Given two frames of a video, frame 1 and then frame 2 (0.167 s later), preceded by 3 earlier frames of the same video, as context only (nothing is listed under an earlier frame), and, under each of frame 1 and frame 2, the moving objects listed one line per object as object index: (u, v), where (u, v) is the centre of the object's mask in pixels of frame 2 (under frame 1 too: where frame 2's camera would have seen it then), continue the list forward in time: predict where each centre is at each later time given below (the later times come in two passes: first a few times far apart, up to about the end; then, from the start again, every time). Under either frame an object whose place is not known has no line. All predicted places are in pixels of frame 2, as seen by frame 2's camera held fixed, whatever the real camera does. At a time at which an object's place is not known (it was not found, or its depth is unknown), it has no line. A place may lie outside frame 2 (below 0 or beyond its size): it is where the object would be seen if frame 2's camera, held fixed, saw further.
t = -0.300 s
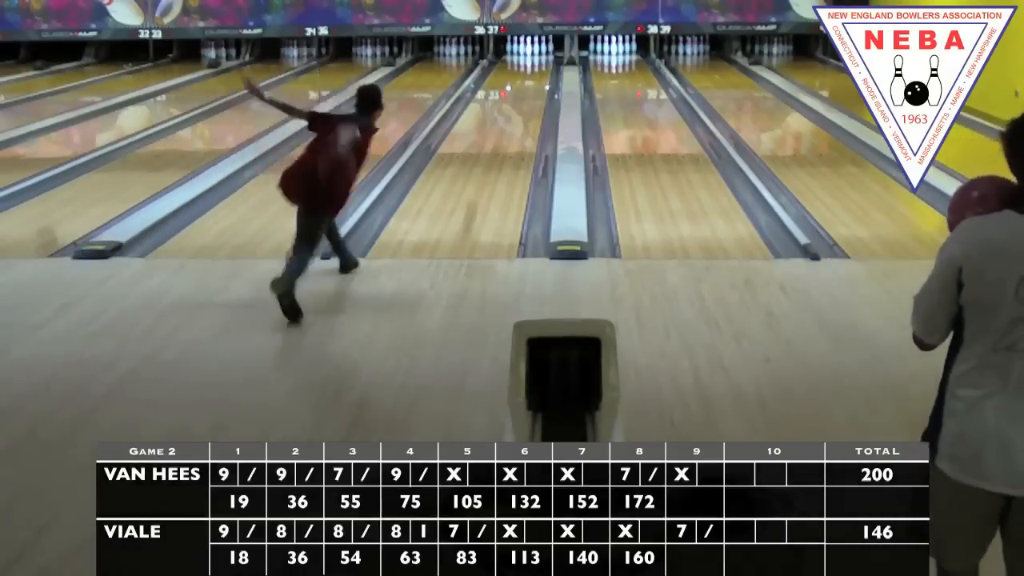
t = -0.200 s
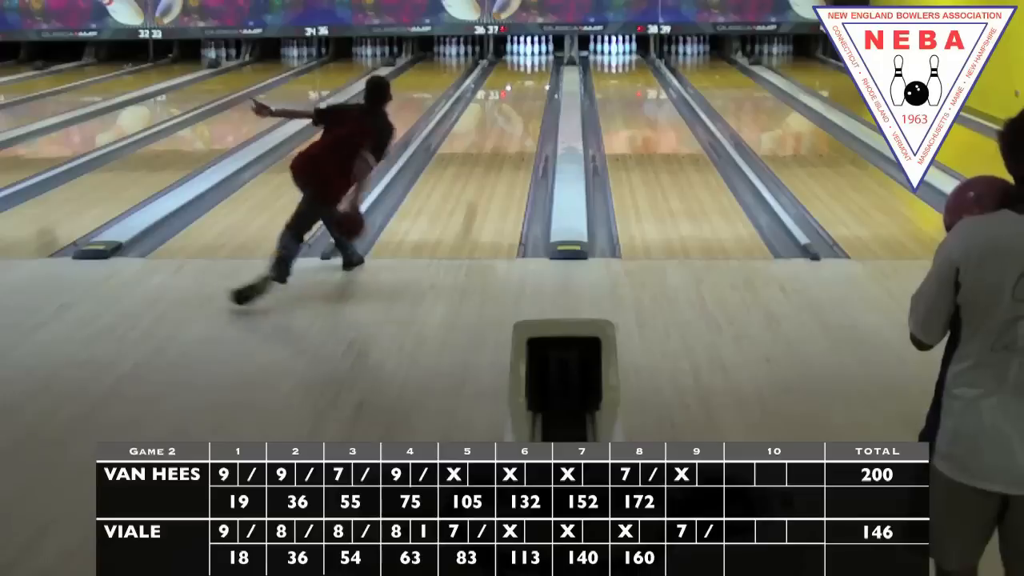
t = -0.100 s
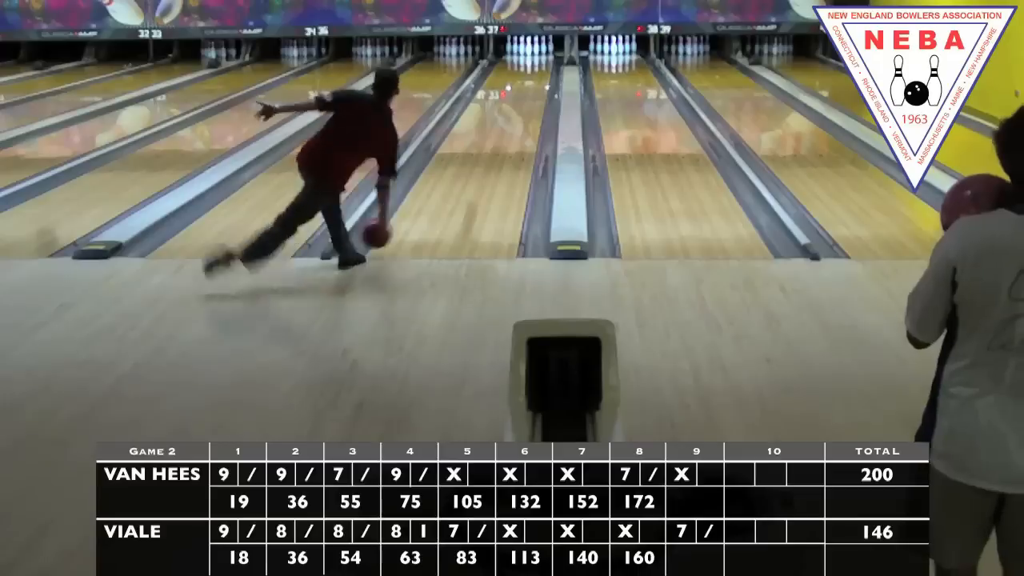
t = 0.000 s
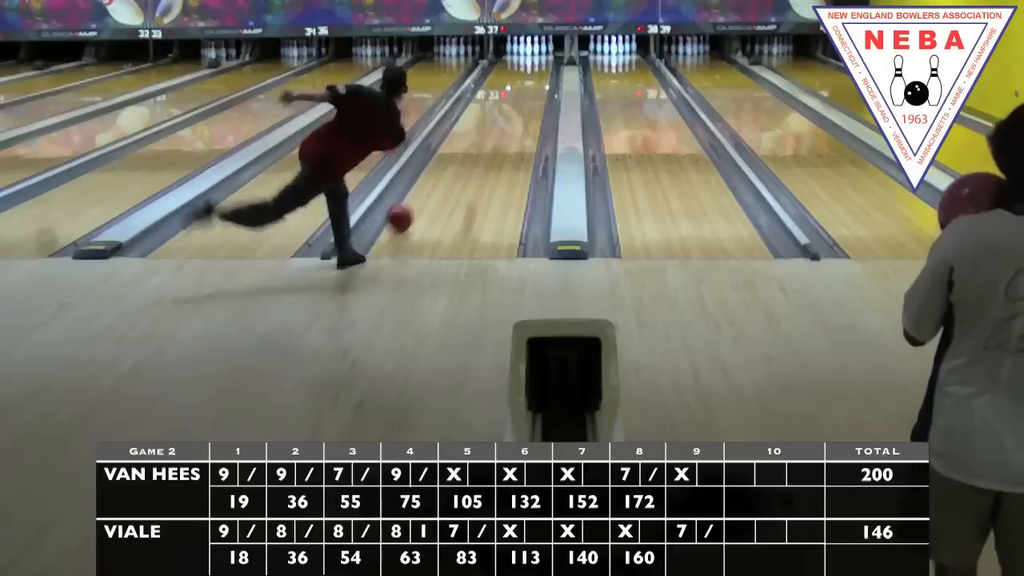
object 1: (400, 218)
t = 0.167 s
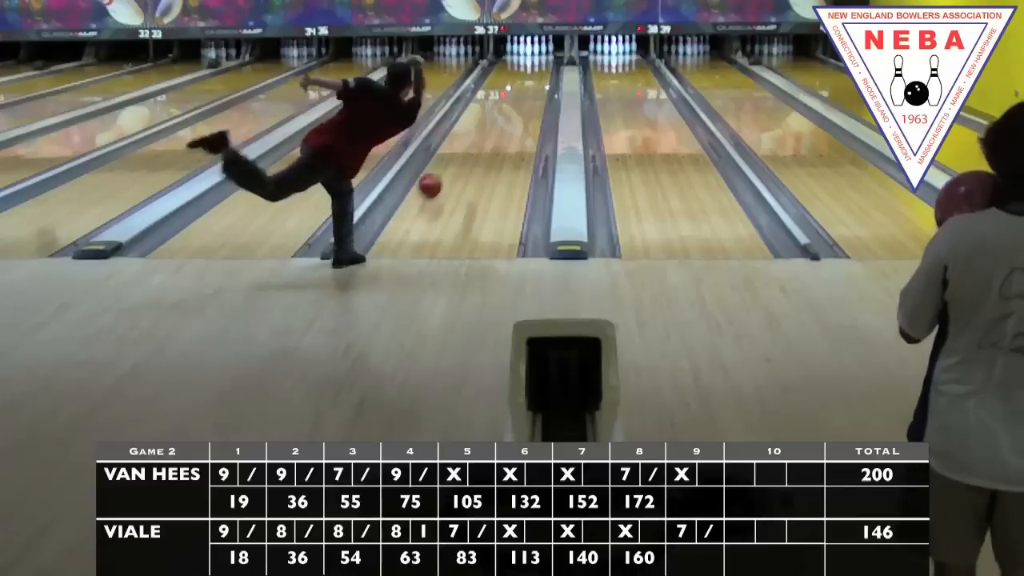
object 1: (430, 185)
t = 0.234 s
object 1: (440, 174)
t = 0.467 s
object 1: (468, 143)
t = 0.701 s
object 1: (488, 120)
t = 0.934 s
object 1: (504, 102)
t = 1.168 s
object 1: (516, 89)
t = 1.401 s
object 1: (524, 77)
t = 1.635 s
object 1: (530, 67)
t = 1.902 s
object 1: (533, 59)
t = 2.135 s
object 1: (530, 52)
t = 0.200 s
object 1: (435, 179)
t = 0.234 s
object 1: (440, 174)
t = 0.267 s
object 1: (444, 169)
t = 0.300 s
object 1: (448, 164)
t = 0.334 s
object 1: (453, 160)
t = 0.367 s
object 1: (457, 156)
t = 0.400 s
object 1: (460, 151)
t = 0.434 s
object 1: (464, 147)
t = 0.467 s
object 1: (468, 143)
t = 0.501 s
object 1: (471, 140)
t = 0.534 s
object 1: (474, 136)
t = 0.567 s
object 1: (477, 133)
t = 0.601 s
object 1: (480, 129)
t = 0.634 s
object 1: (483, 126)
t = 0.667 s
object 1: (486, 123)
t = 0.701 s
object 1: (488, 120)
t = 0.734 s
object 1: (491, 117)
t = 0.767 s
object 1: (493, 114)
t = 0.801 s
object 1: (495, 112)
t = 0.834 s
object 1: (498, 109)
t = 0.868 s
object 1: (500, 107)
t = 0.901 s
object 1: (502, 104)
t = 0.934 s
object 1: (504, 102)
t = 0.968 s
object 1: (506, 100)
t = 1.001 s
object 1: (507, 97)
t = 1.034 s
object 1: (509, 96)
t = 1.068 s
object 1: (511, 94)
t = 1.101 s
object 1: (512, 92)
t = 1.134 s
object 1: (514, 90)
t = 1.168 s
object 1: (516, 89)
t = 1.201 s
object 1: (517, 87)
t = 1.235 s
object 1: (518, 85)
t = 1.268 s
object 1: (519, 83)
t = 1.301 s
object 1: (520, 82)
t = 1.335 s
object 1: (522, 81)
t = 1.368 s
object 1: (523, 79)
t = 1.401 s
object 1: (524, 77)
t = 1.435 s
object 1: (525, 76)
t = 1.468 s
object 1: (526, 74)
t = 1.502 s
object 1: (526, 73)
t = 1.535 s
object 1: (528, 72)
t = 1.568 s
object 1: (529, 70)
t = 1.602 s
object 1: (529, 69)
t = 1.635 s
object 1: (530, 67)
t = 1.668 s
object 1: (530, 66)
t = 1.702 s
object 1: (531, 65)
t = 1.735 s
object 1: (532, 64)
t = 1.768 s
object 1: (532, 63)
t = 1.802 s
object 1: (533, 62)
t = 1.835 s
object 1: (533, 61)
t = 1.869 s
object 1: (533, 60)
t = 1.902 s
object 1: (533, 59)
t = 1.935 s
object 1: (533, 58)
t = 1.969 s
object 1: (533, 57)
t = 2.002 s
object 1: (532, 56)
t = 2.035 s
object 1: (532, 55)
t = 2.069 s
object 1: (532, 55)
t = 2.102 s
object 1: (531, 55)
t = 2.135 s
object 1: (530, 52)
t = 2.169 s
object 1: (529, 51)
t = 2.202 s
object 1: (529, 51)
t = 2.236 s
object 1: (529, 50)
